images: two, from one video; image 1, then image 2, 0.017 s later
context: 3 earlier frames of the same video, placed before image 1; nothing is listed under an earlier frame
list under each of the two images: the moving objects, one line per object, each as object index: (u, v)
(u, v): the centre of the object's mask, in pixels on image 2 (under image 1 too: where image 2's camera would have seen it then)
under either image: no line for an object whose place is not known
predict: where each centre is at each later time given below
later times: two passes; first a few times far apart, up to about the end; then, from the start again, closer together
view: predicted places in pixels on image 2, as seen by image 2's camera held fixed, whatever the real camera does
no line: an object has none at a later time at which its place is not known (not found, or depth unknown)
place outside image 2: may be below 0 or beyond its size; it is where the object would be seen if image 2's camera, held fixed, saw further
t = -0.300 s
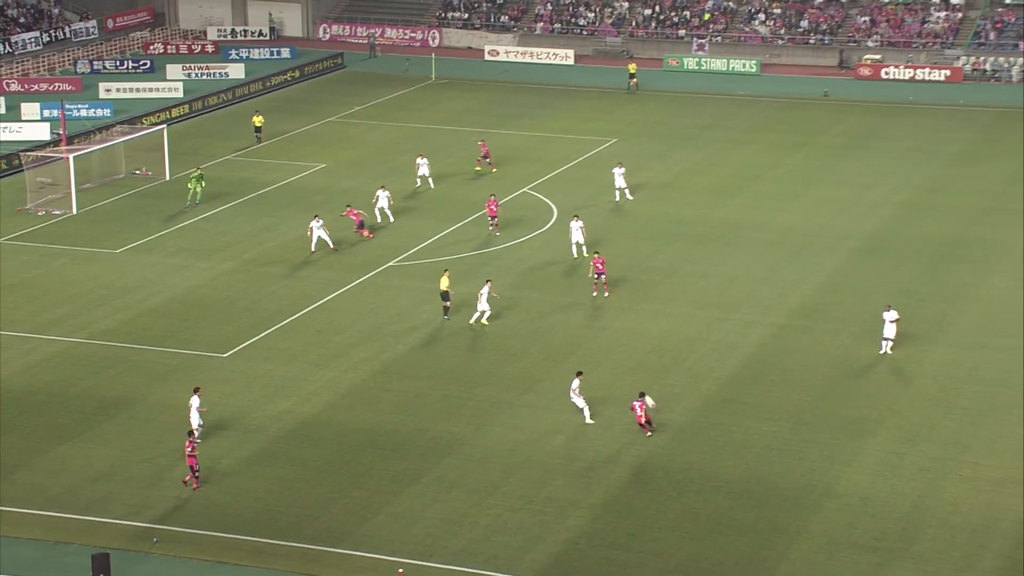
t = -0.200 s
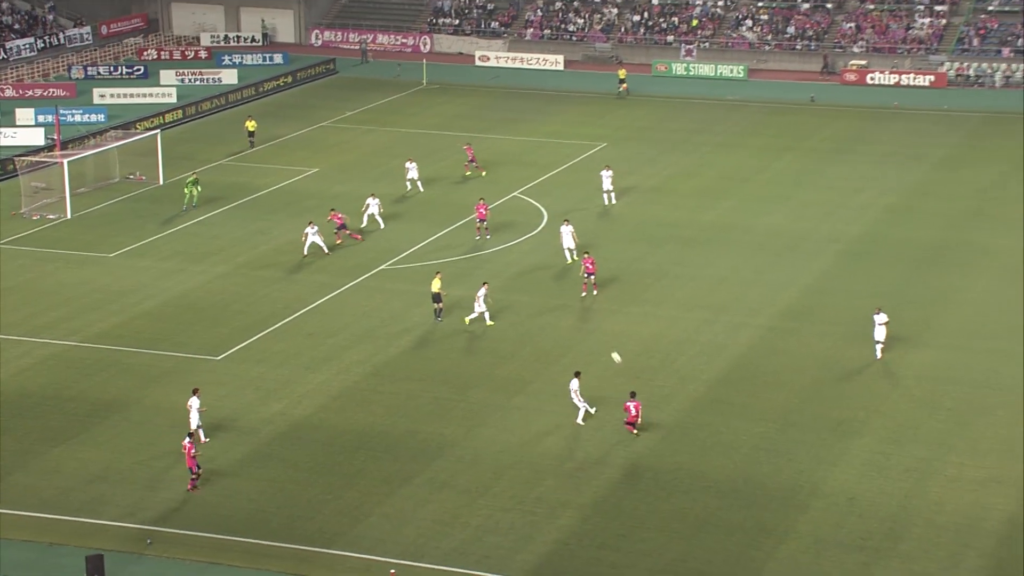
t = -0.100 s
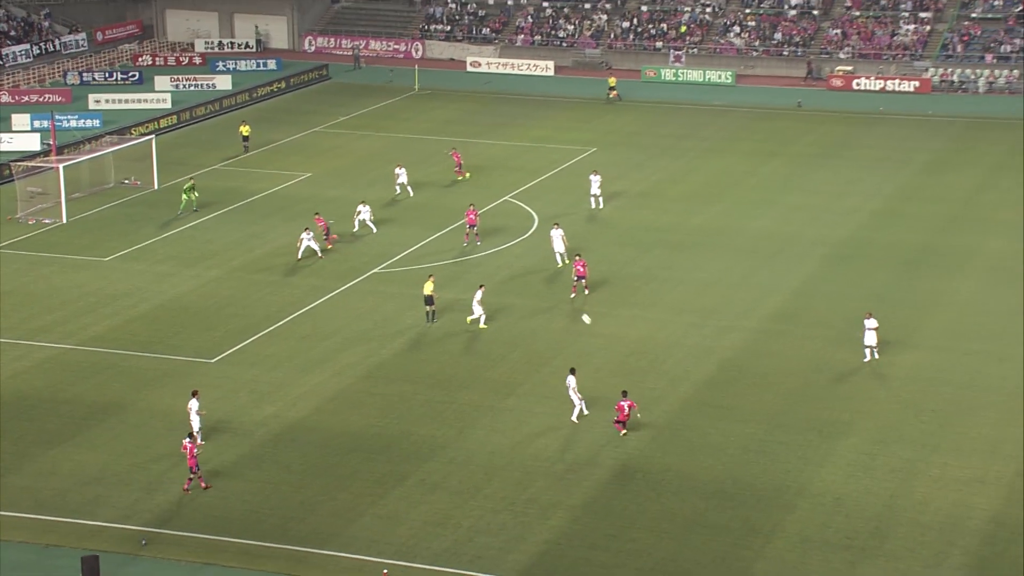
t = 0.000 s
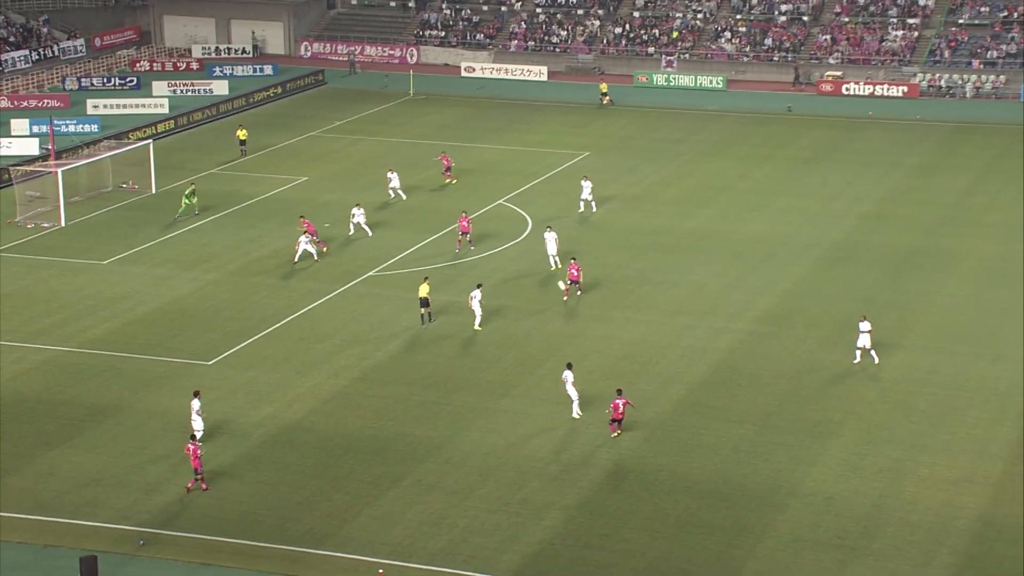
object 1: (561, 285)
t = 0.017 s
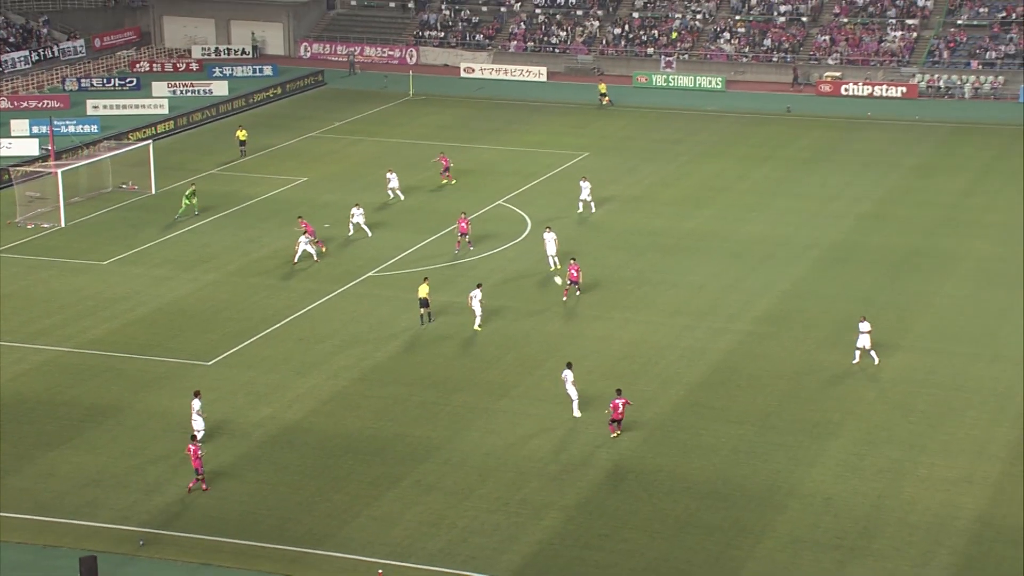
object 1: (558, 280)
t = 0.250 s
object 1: (521, 213)
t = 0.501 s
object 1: (491, 160)
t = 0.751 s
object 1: (465, 123)
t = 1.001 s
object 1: (447, 99)
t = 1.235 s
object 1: (431, 85)
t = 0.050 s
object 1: (552, 270)
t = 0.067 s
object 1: (549, 266)
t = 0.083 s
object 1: (546, 260)
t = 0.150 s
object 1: (536, 240)
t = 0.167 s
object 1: (534, 235)
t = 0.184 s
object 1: (531, 231)
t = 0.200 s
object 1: (529, 225)
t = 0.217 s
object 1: (527, 222)
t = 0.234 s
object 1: (524, 217)
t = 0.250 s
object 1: (521, 213)
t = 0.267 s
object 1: (520, 208)
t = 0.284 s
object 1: (517, 205)
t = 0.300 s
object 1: (515, 201)
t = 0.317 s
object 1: (513, 197)
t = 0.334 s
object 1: (510, 194)
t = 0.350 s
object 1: (509, 190)
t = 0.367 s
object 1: (506, 186)
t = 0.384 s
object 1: (504, 182)
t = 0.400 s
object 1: (502, 179)
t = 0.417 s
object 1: (500, 176)
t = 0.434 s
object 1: (498, 172)
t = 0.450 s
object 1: (496, 169)
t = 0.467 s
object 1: (494, 166)
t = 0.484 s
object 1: (493, 163)
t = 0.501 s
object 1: (491, 160)
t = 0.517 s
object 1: (489, 157)
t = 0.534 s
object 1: (486, 154)
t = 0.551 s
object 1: (485, 151)
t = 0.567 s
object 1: (483, 149)
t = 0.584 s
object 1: (481, 146)
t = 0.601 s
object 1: (479, 143)
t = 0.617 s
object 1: (477, 141)
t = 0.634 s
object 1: (476, 138)
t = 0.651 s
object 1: (474, 136)
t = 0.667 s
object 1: (473, 133)
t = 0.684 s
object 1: (472, 130)
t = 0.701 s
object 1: (471, 129)
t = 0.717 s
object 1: (470, 127)
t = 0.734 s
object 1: (467, 125)
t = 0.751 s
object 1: (465, 123)
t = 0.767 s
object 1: (464, 121)
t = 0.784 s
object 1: (463, 119)
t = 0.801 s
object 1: (462, 117)
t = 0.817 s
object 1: (461, 115)
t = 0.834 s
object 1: (459, 114)
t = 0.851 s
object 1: (457, 112)
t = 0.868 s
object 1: (457, 110)
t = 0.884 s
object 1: (455, 108)
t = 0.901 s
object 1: (454, 107)
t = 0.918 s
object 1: (454, 105)
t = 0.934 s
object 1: (452, 104)
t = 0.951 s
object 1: (451, 103)
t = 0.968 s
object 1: (450, 102)
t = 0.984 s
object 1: (448, 100)
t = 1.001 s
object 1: (447, 99)
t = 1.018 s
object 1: (446, 97)
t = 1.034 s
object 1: (445, 96)
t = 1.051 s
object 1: (443, 95)
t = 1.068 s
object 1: (442, 94)
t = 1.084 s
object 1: (441, 93)
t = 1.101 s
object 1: (440, 92)
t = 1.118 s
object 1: (439, 91)
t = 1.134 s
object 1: (438, 90)
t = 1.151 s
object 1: (437, 89)
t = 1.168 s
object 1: (436, 88)
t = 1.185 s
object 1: (435, 87)
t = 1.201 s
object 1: (434, 86)
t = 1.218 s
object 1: (432, 85)
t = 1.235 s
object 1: (431, 85)
